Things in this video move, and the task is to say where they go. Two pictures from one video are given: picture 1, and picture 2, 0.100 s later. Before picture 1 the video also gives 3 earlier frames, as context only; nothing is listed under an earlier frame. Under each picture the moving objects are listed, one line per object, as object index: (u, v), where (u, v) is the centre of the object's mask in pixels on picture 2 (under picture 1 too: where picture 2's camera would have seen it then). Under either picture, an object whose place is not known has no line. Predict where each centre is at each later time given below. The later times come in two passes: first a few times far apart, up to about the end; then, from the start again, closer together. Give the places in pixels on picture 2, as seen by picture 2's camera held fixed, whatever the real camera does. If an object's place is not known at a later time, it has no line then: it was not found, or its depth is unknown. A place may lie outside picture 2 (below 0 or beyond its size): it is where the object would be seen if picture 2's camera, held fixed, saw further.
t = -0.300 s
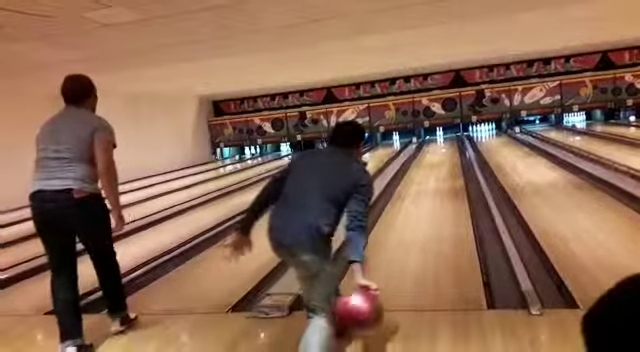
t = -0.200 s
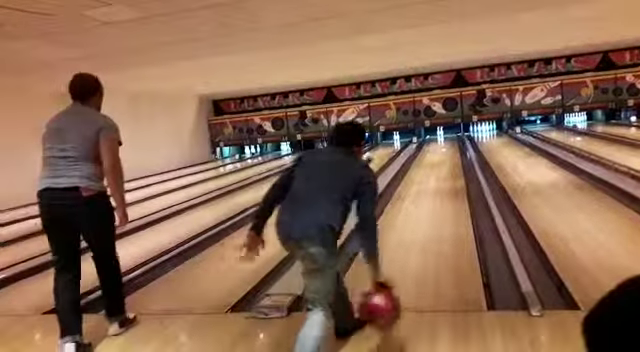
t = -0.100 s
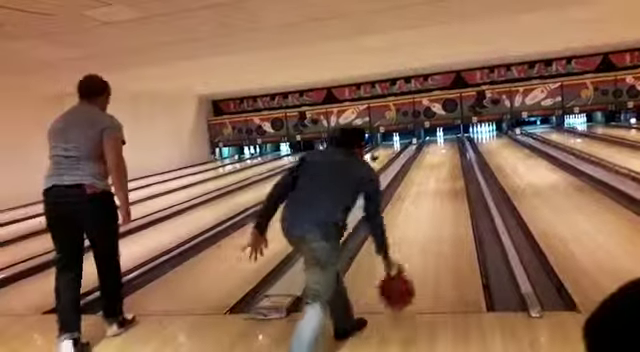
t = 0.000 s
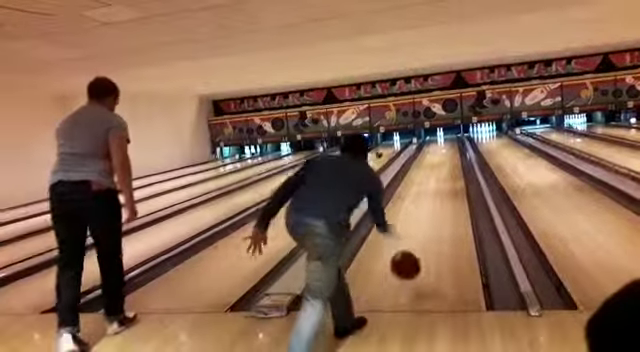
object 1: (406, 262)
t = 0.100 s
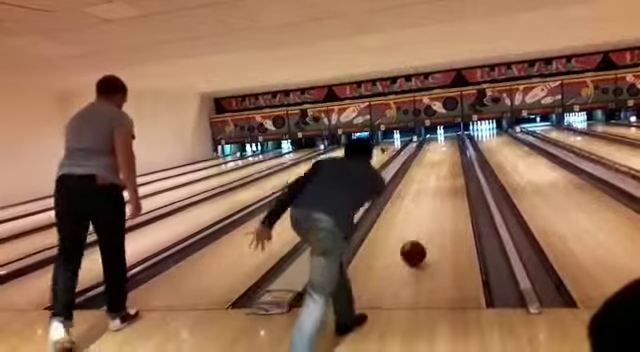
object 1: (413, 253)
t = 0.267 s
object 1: (421, 226)
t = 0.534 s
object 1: (428, 200)
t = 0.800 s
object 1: (433, 184)
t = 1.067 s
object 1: (435, 173)
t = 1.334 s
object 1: (437, 164)
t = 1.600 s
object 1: (438, 158)
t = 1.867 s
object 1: (439, 155)
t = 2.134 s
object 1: (439, 150)
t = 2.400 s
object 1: (440, 146)
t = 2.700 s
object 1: (440, 144)
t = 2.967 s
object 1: (439, 143)
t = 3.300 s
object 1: (440, 140)
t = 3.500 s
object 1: (439, 139)
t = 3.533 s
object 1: (439, 138)
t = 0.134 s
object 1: (415, 246)
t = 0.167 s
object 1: (416, 241)
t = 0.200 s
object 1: (418, 236)
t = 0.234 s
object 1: (420, 231)
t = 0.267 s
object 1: (421, 226)
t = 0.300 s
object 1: (422, 222)
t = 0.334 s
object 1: (423, 219)
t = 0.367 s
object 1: (424, 215)
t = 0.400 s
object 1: (425, 212)
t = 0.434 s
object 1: (426, 209)
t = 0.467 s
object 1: (427, 206)
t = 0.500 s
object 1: (427, 202)
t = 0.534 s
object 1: (428, 200)
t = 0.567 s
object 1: (429, 198)
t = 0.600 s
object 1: (429, 195)
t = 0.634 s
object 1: (430, 193)
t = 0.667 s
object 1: (431, 191)
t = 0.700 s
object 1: (431, 189)
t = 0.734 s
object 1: (432, 187)
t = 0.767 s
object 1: (432, 185)
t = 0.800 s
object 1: (433, 184)
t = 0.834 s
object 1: (433, 182)
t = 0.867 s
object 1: (433, 181)
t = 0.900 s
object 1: (434, 179)
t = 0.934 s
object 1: (434, 178)
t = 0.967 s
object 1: (434, 176)
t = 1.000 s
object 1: (435, 175)
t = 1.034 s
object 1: (435, 173)
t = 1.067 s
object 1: (435, 173)
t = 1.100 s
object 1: (435, 171)
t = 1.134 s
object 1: (436, 171)
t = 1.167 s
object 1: (436, 169)
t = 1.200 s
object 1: (436, 168)
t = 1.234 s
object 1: (436, 167)
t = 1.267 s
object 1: (437, 166)
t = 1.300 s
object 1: (437, 166)
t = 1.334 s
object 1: (437, 164)
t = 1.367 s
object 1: (437, 164)
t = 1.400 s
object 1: (437, 163)
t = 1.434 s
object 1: (437, 163)
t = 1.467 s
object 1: (438, 161)
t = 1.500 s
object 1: (438, 160)
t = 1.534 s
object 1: (438, 160)
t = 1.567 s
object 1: (438, 159)
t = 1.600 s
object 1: (438, 158)
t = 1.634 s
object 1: (439, 158)
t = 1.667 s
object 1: (438, 158)
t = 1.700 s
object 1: (439, 157)
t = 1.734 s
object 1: (439, 156)
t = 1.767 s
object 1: (439, 155)
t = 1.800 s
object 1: (439, 155)
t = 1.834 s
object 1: (439, 155)
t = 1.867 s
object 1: (439, 155)
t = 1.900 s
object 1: (439, 154)
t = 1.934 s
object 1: (439, 154)
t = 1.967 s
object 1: (439, 154)
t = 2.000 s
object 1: (439, 152)
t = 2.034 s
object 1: (439, 151)
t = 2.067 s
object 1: (439, 152)
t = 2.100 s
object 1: (439, 151)
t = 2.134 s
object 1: (439, 150)
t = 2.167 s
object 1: (439, 150)
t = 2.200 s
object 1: (439, 150)
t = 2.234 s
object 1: (439, 149)
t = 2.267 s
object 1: (440, 148)
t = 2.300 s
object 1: (439, 148)
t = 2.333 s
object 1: (439, 148)
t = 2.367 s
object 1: (439, 147)
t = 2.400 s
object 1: (440, 146)
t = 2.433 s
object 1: (440, 146)
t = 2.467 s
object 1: (439, 147)
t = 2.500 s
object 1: (440, 146)
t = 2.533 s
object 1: (440, 145)
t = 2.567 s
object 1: (440, 145)
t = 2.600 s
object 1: (440, 145)
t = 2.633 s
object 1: (439, 144)
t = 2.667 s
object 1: (439, 144)
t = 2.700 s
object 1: (440, 144)
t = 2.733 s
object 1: (439, 144)
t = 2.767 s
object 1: (440, 144)
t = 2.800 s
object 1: (439, 144)
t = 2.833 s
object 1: (439, 144)
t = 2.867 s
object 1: (439, 143)
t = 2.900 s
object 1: (439, 143)
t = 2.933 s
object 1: (439, 143)
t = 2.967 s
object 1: (439, 143)
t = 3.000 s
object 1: (439, 143)
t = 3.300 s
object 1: (440, 140)
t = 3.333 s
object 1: (439, 140)
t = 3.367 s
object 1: (439, 140)
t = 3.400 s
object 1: (439, 139)
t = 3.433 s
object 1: (439, 139)
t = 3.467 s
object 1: (439, 139)
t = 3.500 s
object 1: (439, 139)
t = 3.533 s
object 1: (439, 138)
